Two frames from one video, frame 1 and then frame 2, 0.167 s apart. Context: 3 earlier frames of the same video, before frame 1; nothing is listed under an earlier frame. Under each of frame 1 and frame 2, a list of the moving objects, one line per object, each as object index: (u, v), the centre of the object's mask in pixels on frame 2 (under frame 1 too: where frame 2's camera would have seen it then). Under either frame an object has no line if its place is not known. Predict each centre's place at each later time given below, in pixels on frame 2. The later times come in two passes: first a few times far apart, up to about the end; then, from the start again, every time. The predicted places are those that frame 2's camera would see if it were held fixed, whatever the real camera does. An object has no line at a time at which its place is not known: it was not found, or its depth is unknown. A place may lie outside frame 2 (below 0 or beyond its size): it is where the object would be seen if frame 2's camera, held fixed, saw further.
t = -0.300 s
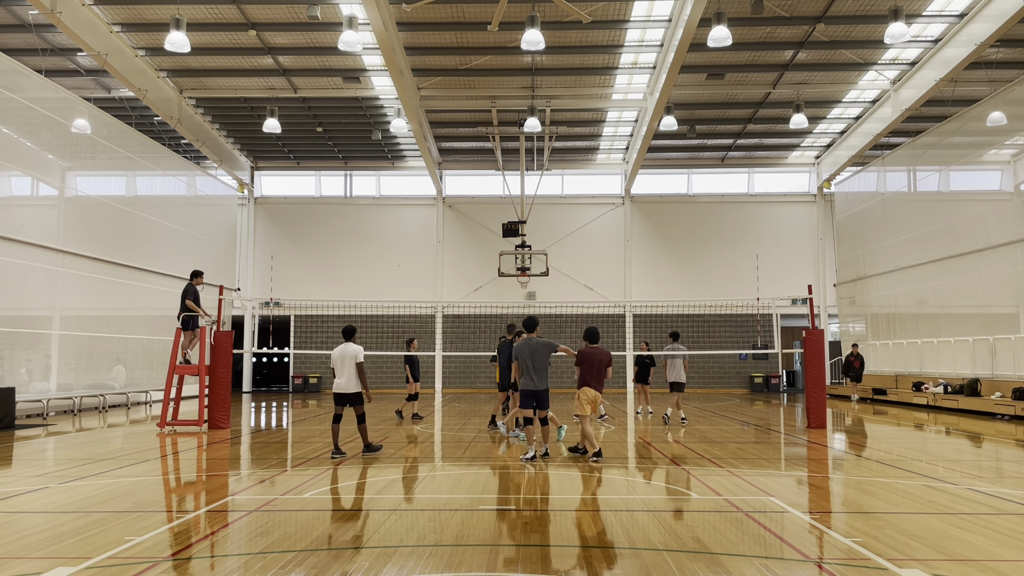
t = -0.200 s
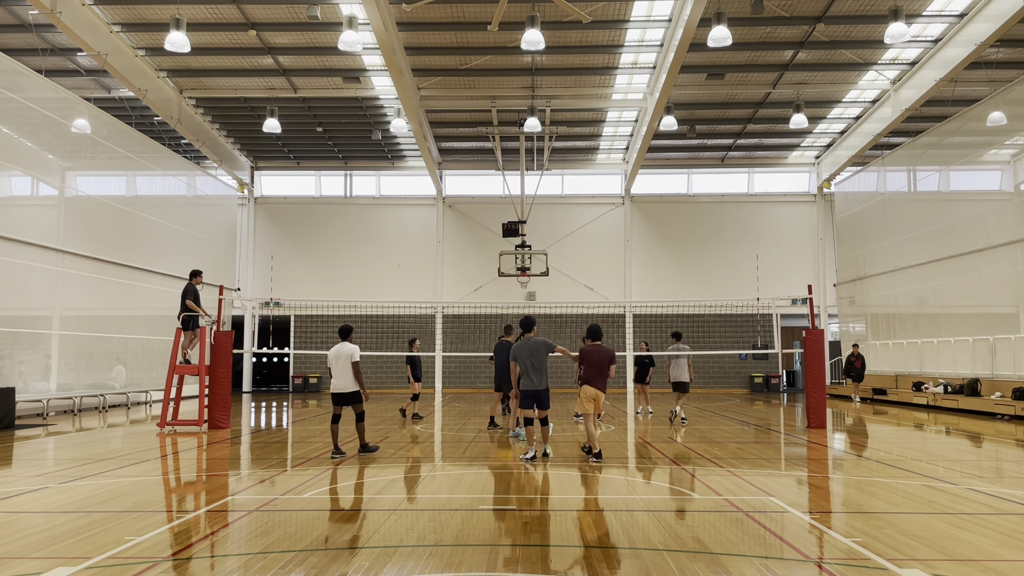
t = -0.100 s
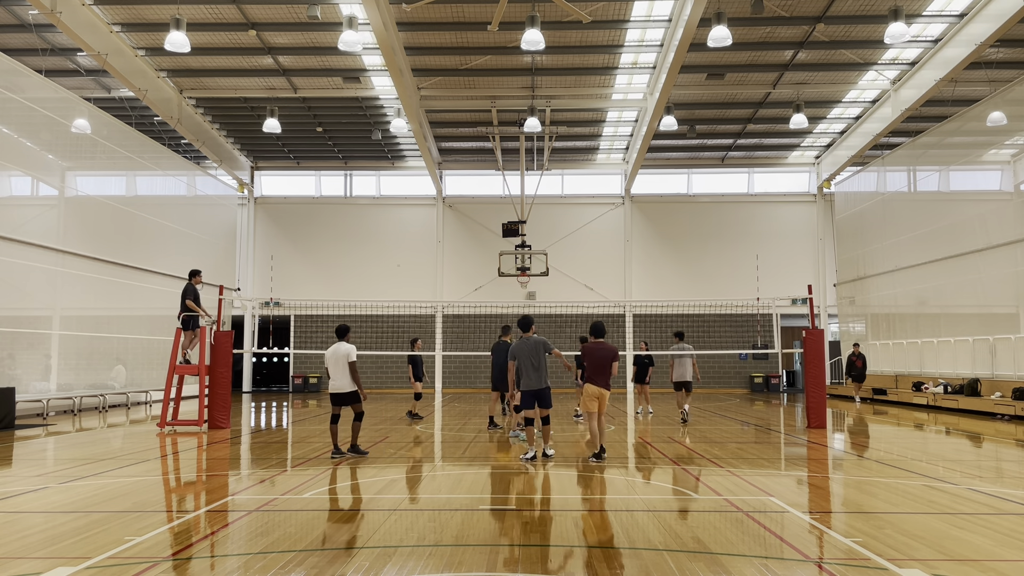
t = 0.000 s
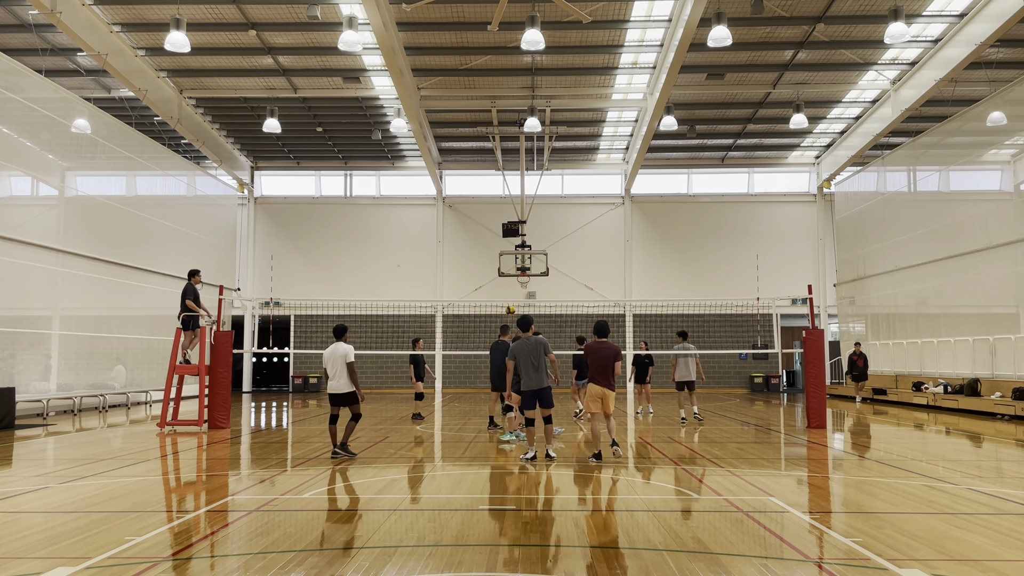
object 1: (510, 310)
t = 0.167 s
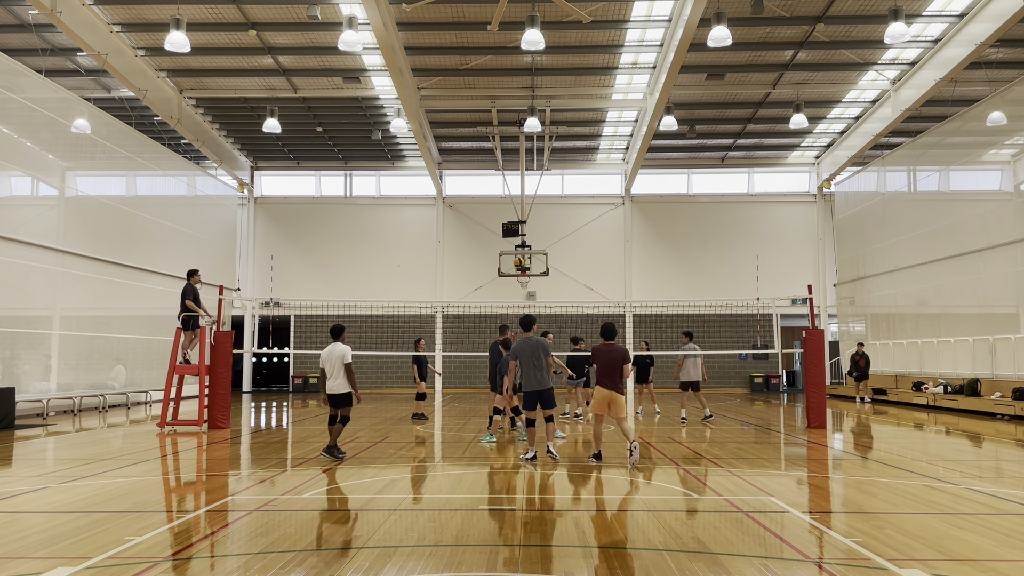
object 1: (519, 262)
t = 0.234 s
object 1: (522, 246)
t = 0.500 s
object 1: (540, 201)
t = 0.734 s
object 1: (561, 191)
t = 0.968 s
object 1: (587, 217)
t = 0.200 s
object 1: (521, 254)
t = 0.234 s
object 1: (522, 246)
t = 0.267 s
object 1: (524, 239)
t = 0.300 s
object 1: (526, 232)
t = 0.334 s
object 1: (529, 225)
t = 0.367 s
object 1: (531, 219)
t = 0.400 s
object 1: (533, 214)
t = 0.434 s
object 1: (536, 209)
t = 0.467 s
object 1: (538, 205)
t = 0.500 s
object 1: (540, 201)
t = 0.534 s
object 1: (543, 198)
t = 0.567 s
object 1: (546, 195)
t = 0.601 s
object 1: (548, 193)
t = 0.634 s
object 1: (551, 191)
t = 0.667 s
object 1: (554, 191)
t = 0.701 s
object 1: (557, 191)
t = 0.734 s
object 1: (561, 191)
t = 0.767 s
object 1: (564, 192)
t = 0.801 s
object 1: (568, 194)
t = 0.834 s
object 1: (571, 197)
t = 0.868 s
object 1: (575, 201)
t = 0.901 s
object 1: (579, 205)
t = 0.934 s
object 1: (583, 211)
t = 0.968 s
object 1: (587, 217)
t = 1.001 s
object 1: (591, 225)
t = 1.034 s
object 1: (596, 233)
